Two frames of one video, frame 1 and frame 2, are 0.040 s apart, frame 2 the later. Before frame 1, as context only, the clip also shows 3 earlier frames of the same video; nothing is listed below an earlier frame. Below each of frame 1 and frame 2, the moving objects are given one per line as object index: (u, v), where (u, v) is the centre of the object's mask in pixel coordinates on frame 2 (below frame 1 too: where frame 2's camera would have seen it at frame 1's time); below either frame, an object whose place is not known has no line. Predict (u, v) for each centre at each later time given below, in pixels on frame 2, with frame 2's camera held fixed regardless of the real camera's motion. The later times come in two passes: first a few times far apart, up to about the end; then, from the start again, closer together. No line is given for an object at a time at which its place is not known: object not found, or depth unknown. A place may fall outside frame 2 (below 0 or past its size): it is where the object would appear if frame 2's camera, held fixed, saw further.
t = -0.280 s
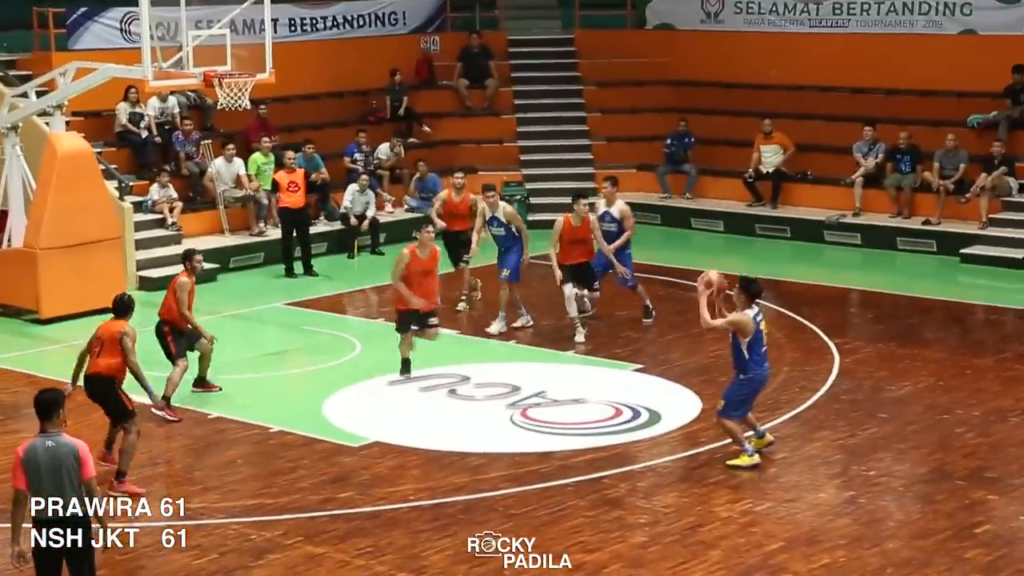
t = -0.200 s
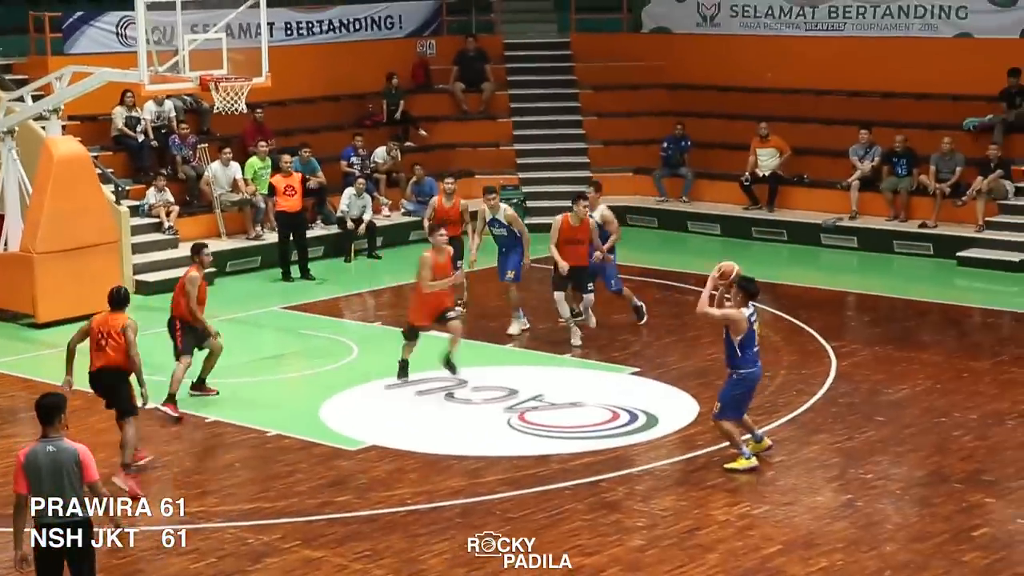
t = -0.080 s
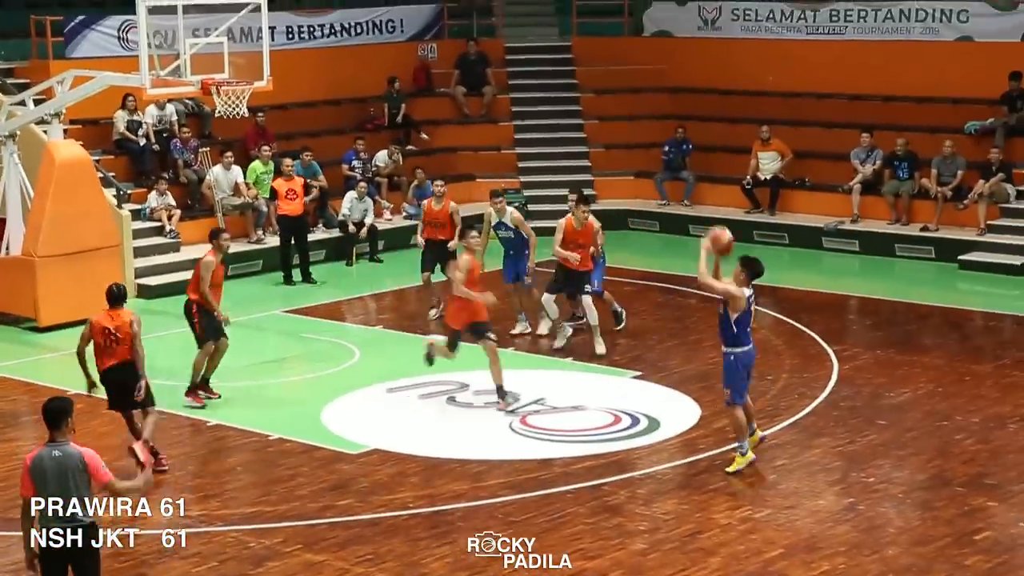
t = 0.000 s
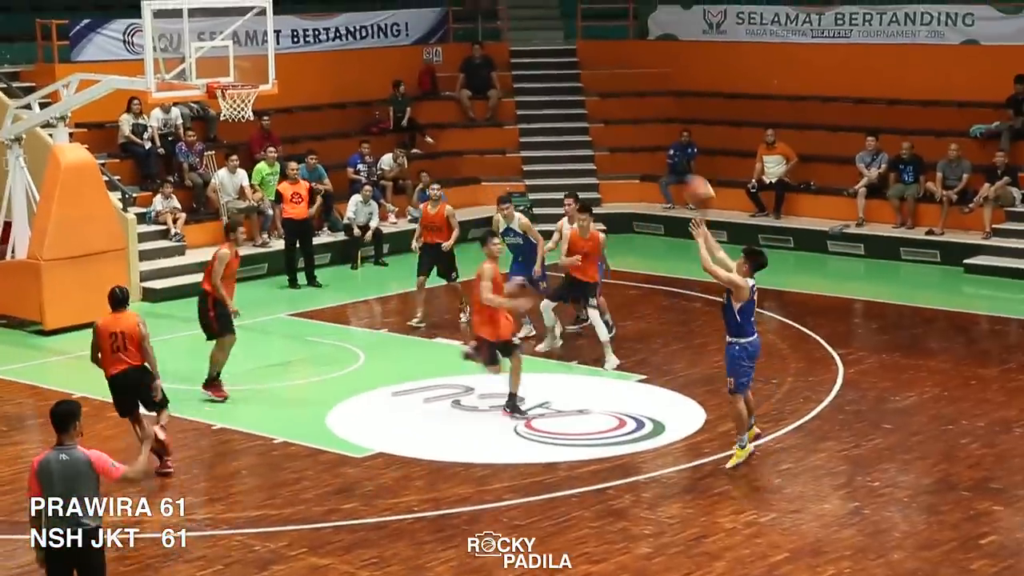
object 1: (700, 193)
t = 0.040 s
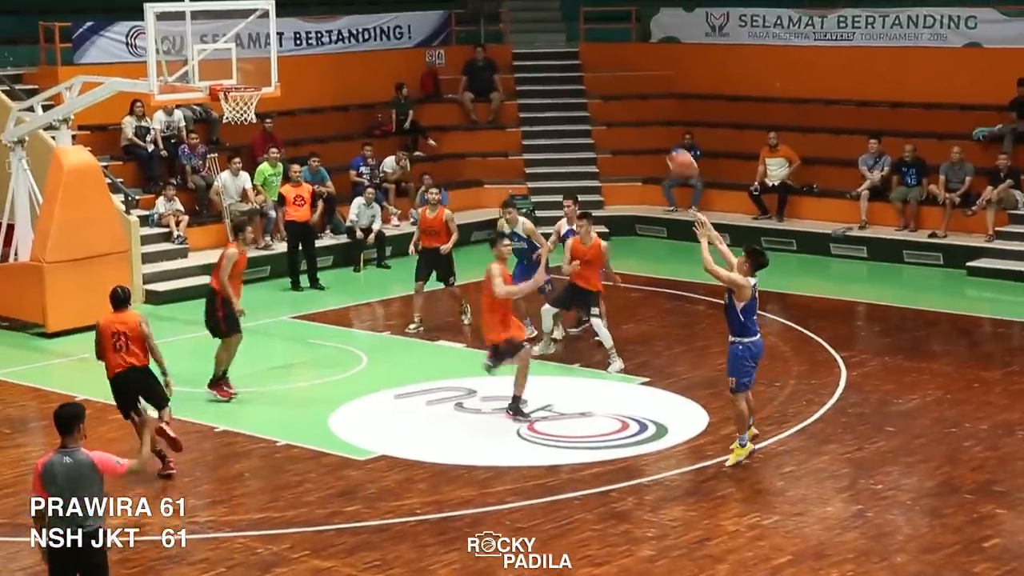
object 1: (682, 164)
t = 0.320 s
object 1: (553, 14)
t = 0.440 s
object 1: (502, -22)
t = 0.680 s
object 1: (408, -41)
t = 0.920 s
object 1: (325, -11)
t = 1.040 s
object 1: (288, 23)
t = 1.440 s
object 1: (211, 198)
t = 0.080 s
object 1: (663, 135)
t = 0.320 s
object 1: (553, 14)
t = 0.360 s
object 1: (536, 0)
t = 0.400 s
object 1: (519, -12)
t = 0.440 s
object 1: (502, -22)
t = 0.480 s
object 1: (486, -27)
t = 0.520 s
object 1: (469, -33)
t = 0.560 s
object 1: (453, -37)
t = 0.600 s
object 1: (438, -39)
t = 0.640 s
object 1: (423, -40)
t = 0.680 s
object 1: (408, -41)
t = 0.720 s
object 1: (393, -40)
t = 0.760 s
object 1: (379, -39)
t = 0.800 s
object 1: (366, -35)
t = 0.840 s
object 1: (351, -28)
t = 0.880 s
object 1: (339, -20)
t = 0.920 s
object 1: (325, -11)
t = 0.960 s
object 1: (312, -1)
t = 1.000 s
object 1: (300, 10)
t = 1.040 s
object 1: (288, 23)
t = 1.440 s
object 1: (211, 198)
